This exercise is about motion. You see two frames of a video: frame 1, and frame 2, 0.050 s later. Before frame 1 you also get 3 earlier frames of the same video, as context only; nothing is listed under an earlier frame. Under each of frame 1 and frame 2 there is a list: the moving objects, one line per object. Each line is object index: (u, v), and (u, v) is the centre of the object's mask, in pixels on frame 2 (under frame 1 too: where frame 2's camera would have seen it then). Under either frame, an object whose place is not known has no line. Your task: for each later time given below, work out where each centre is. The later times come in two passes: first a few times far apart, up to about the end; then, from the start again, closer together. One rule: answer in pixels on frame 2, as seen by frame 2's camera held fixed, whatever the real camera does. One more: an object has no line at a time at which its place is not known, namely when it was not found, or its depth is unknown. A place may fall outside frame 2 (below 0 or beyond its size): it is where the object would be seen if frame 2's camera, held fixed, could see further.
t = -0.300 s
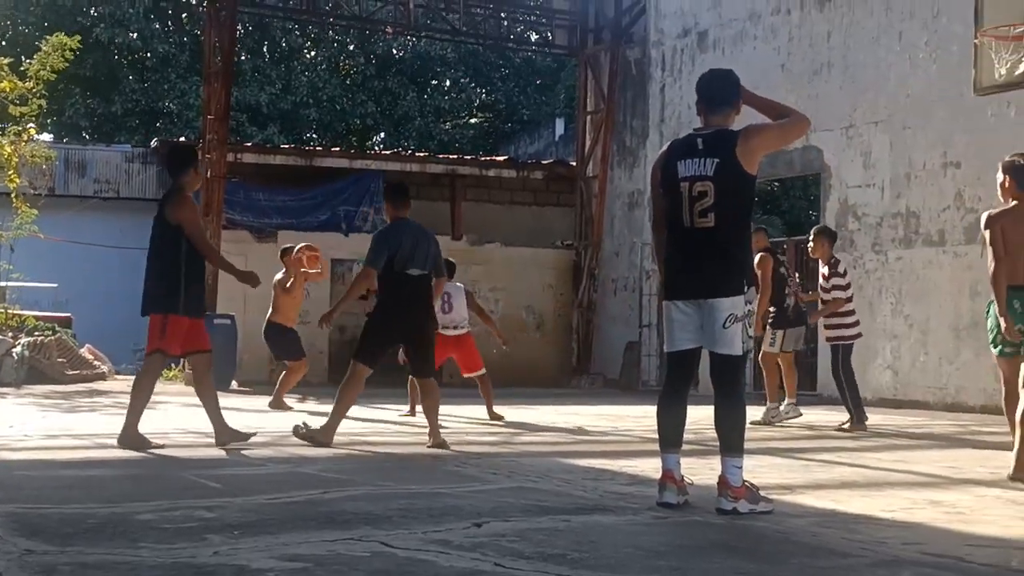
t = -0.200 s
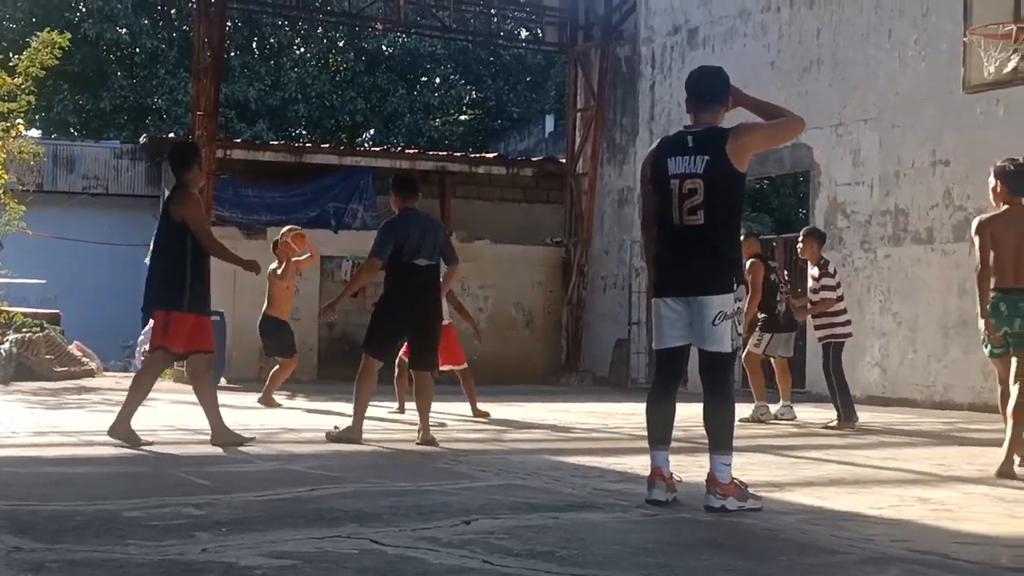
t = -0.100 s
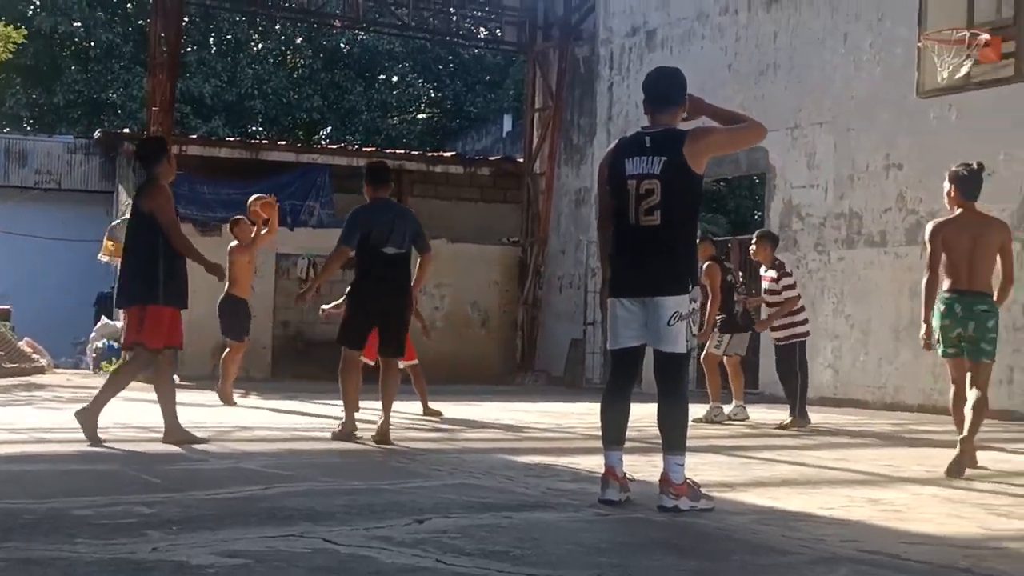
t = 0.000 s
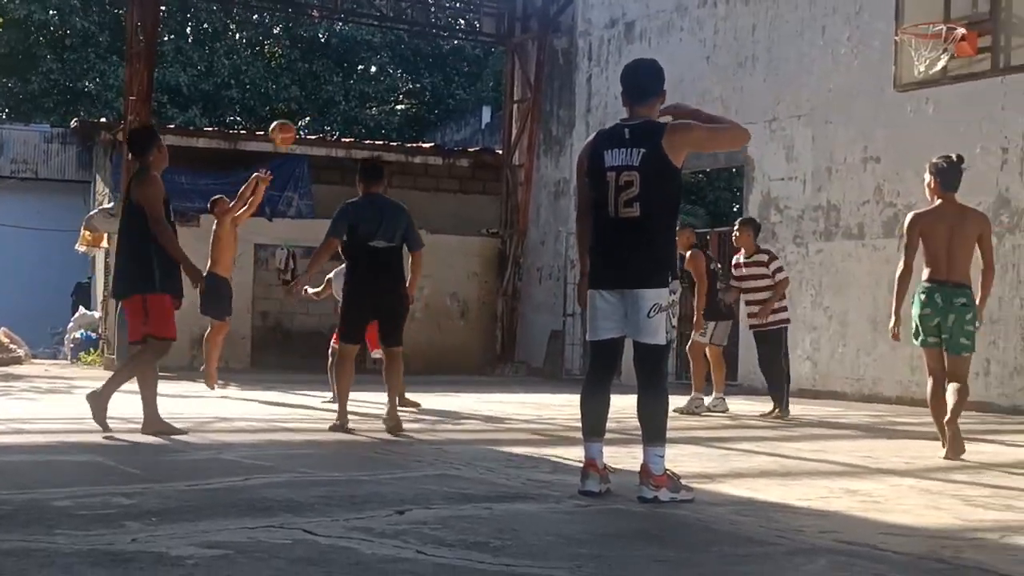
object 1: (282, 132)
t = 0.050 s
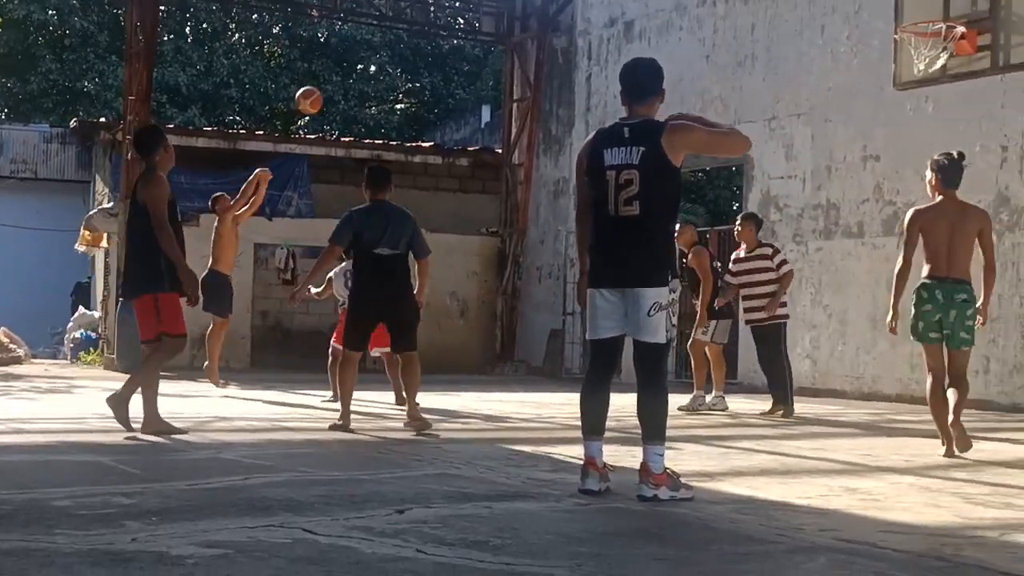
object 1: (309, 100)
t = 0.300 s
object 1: (445, -29)
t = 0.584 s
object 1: (603, -100)
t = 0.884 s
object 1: (777, -83)
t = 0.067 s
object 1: (318, 90)
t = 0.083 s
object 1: (326, 80)
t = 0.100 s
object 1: (335, 70)
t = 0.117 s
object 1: (345, 61)
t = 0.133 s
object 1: (354, 51)
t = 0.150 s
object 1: (363, 42)
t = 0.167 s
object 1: (372, 33)
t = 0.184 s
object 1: (380, 25)
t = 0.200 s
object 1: (390, 16)
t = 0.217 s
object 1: (399, 9)
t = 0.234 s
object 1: (408, 1)
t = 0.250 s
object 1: (418, -7)
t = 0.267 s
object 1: (427, -14)
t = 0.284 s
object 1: (436, -22)
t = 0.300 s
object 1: (445, -29)
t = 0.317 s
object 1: (454, -35)
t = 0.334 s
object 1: (463, -41)
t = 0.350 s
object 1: (472, -47)
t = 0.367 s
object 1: (481, -52)
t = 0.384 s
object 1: (490, -58)
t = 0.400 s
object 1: (499, -62)
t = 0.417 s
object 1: (509, -68)
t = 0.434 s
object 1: (518, -72)
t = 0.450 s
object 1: (527, -77)
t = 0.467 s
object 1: (537, -81)
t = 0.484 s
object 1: (546, -84)
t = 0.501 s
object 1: (555, -88)
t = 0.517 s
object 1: (564, -91)
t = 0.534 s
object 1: (573, -94)
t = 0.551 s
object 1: (583, -97)
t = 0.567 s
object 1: (594, -99)
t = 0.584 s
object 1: (603, -100)
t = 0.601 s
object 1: (612, -102)
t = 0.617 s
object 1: (621, -104)
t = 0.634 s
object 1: (630, -105)
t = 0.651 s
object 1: (639, -105)
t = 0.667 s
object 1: (649, -106)
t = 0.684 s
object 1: (659, -106)
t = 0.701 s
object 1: (668, -106)
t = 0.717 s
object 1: (678, -106)
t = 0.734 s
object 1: (688, -105)
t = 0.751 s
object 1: (698, -103)
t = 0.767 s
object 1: (708, -102)
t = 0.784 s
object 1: (718, -100)
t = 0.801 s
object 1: (728, -98)
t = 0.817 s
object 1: (737, -96)
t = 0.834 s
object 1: (747, -93)
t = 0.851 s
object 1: (757, -90)
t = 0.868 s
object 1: (767, -87)
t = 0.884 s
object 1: (777, -83)
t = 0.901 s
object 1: (787, -78)
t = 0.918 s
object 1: (797, -74)
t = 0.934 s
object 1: (807, -69)
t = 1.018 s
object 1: (859, -38)
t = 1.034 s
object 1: (869, -31)
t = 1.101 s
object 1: (912, 1)
